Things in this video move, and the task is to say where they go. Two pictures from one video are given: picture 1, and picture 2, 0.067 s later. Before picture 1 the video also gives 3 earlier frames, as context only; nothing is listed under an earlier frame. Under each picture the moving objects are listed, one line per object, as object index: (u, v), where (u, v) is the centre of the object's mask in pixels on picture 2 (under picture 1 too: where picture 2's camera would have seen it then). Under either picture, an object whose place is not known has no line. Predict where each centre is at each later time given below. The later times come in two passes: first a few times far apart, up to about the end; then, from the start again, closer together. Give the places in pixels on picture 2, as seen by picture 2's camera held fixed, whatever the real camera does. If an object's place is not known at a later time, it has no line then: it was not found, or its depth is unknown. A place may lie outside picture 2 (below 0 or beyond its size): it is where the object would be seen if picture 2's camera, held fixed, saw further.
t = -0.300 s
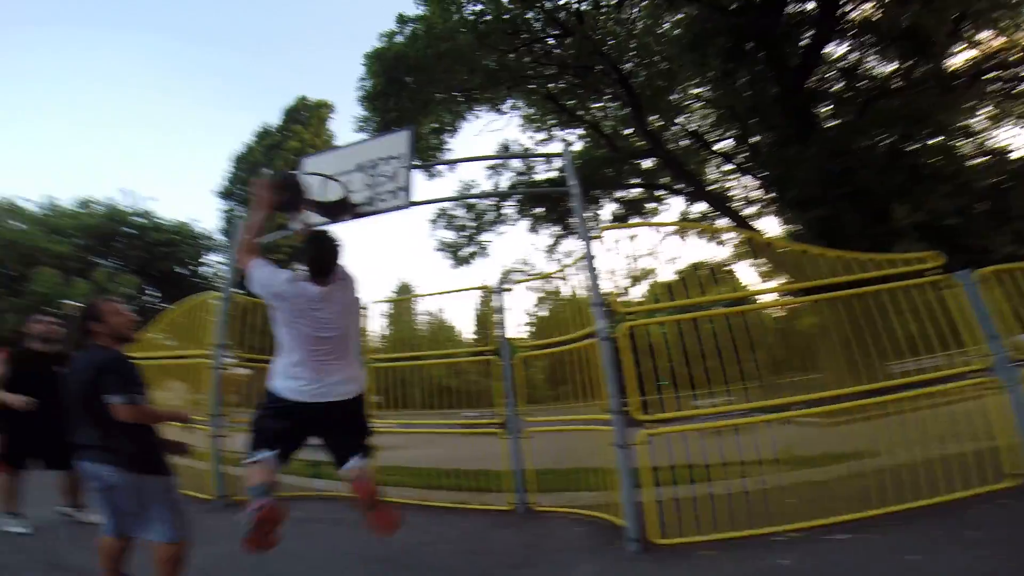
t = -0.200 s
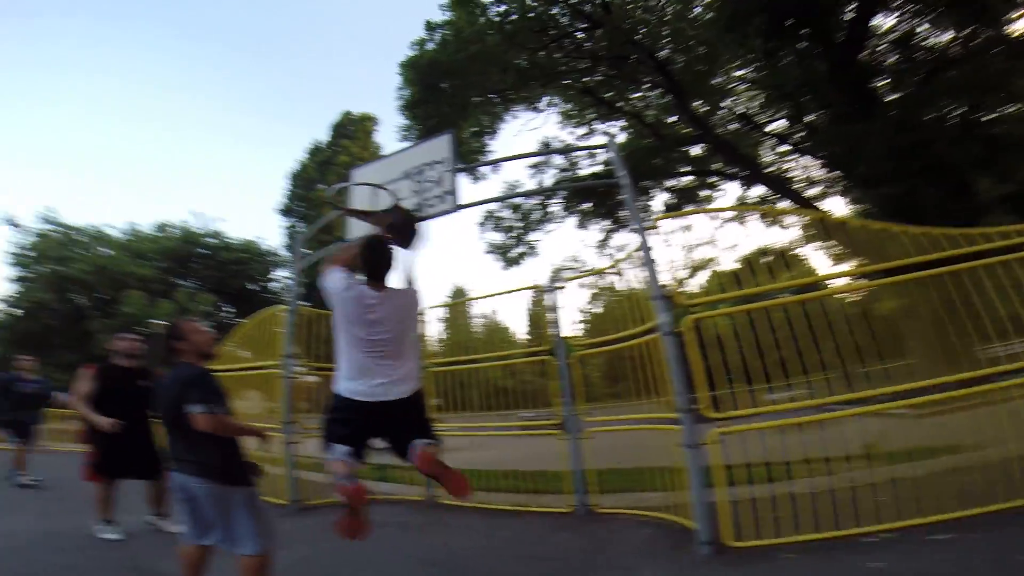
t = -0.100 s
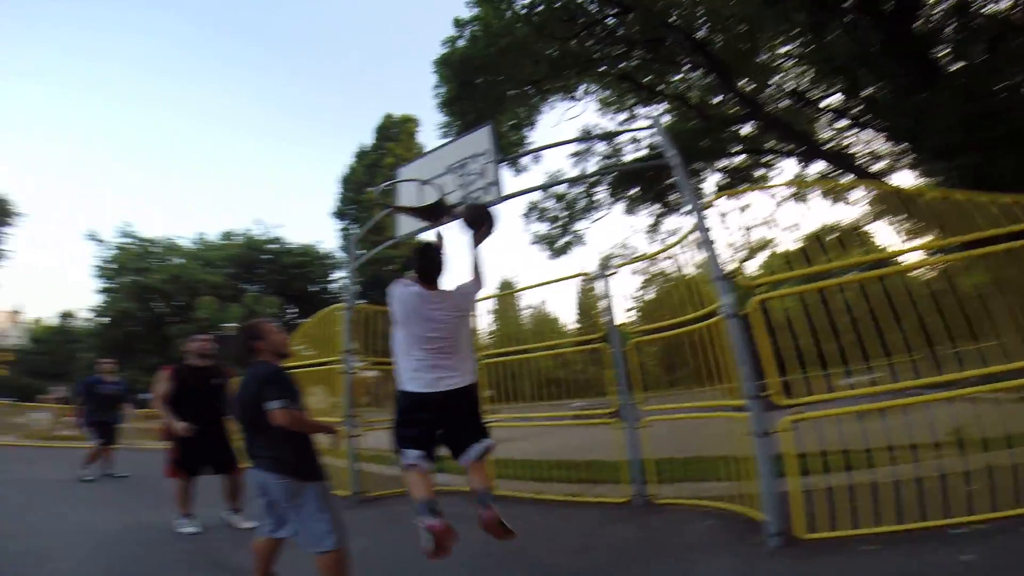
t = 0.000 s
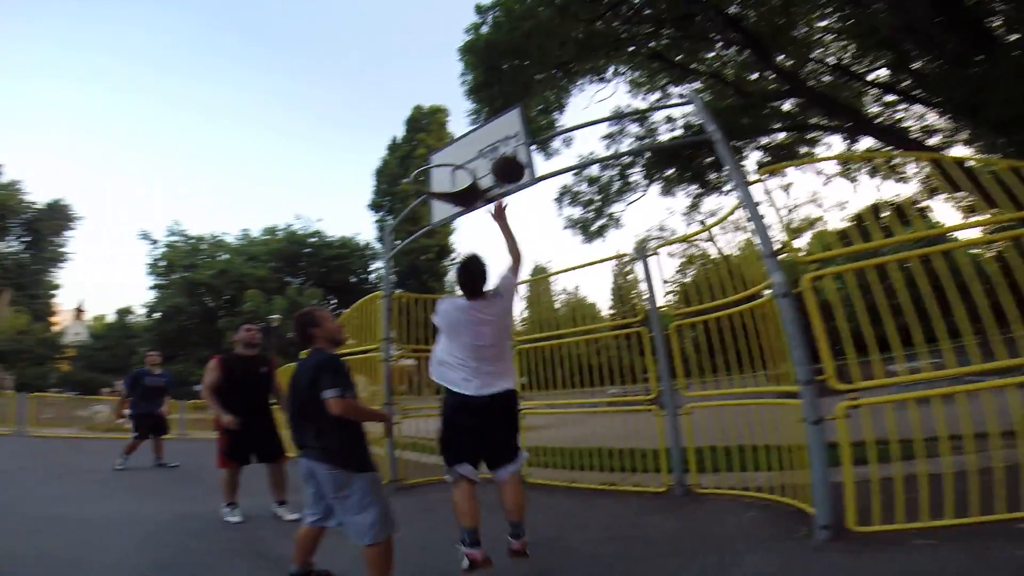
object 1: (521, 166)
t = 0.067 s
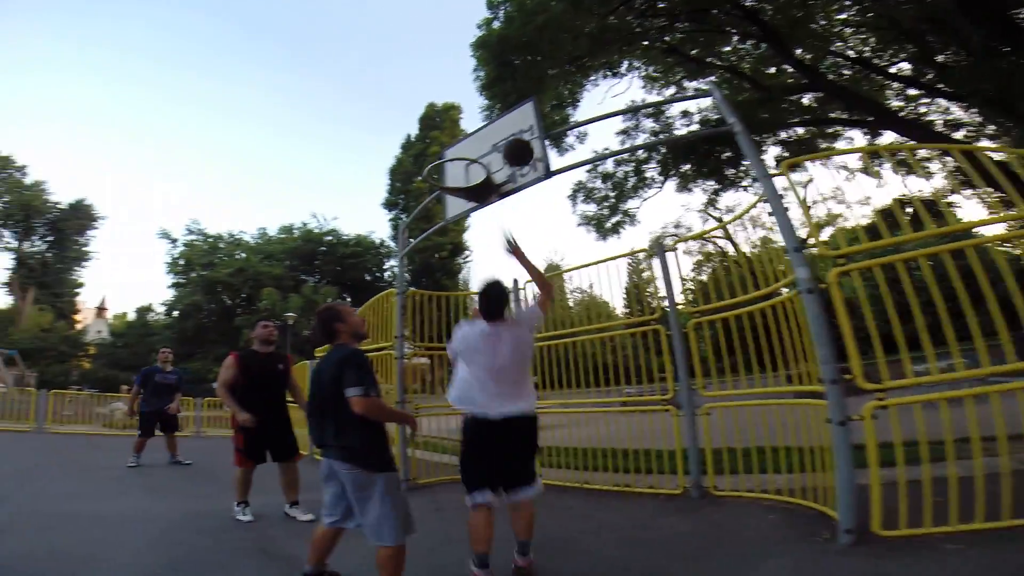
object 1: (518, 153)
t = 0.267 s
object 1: (497, 132)
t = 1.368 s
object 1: (482, 318)
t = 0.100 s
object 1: (517, 147)
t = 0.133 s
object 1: (516, 144)
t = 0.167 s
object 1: (514, 141)
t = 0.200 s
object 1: (507, 136)
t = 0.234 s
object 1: (502, 134)
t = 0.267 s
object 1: (497, 132)
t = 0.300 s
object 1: (491, 130)
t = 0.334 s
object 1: (486, 130)
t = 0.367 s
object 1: (480, 131)
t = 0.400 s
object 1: (473, 132)
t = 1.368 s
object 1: (482, 318)
